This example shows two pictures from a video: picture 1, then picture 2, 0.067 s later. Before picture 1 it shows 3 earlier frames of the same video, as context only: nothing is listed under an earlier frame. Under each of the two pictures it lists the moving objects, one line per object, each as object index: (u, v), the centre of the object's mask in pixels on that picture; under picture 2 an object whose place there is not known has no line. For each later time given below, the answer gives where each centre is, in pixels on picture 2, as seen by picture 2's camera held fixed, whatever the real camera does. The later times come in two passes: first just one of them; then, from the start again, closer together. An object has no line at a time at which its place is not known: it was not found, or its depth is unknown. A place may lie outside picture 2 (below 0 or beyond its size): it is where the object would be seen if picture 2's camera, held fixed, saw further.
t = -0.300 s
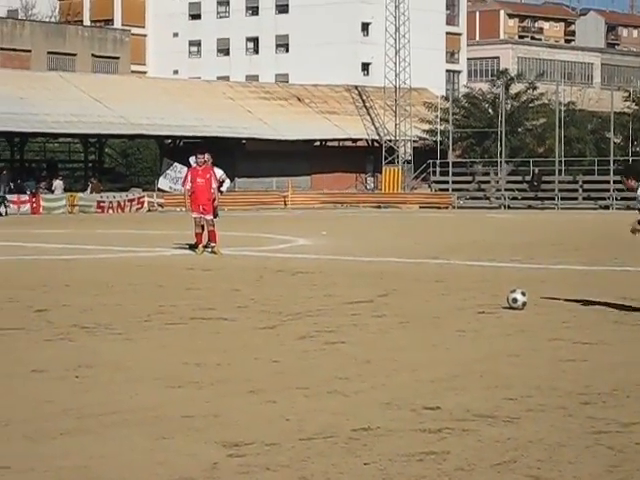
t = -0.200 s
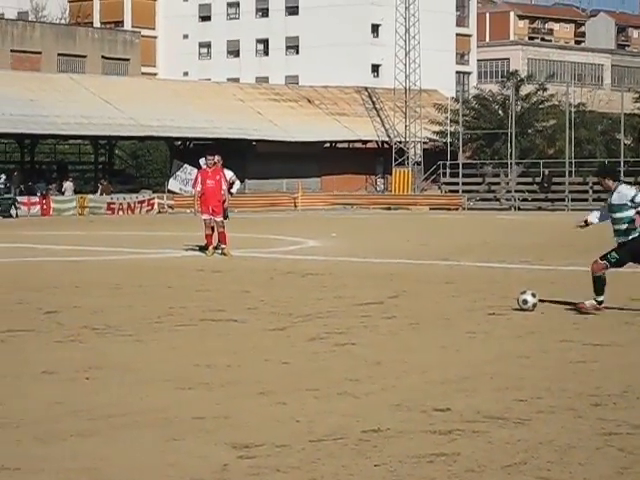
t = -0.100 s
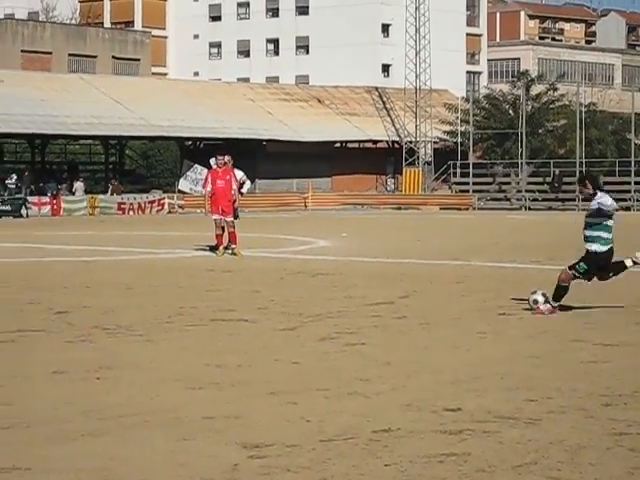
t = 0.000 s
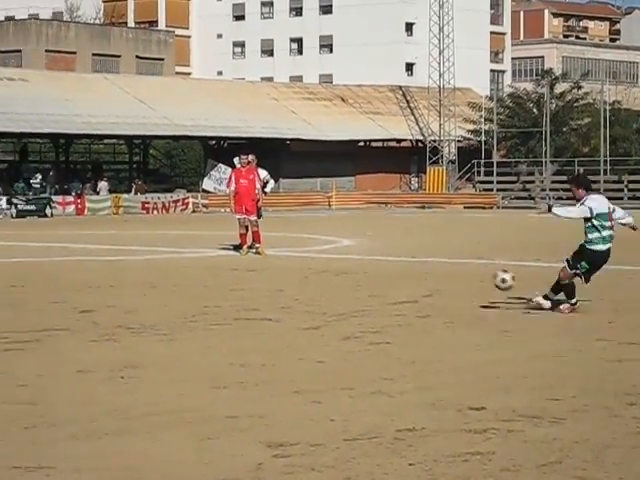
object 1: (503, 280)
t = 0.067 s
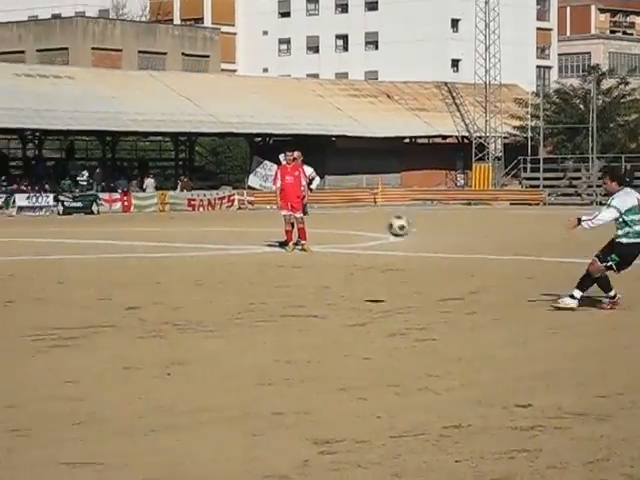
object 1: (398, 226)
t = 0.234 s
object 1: (10, 97)
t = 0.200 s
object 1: (90, 124)
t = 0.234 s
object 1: (10, 97)
